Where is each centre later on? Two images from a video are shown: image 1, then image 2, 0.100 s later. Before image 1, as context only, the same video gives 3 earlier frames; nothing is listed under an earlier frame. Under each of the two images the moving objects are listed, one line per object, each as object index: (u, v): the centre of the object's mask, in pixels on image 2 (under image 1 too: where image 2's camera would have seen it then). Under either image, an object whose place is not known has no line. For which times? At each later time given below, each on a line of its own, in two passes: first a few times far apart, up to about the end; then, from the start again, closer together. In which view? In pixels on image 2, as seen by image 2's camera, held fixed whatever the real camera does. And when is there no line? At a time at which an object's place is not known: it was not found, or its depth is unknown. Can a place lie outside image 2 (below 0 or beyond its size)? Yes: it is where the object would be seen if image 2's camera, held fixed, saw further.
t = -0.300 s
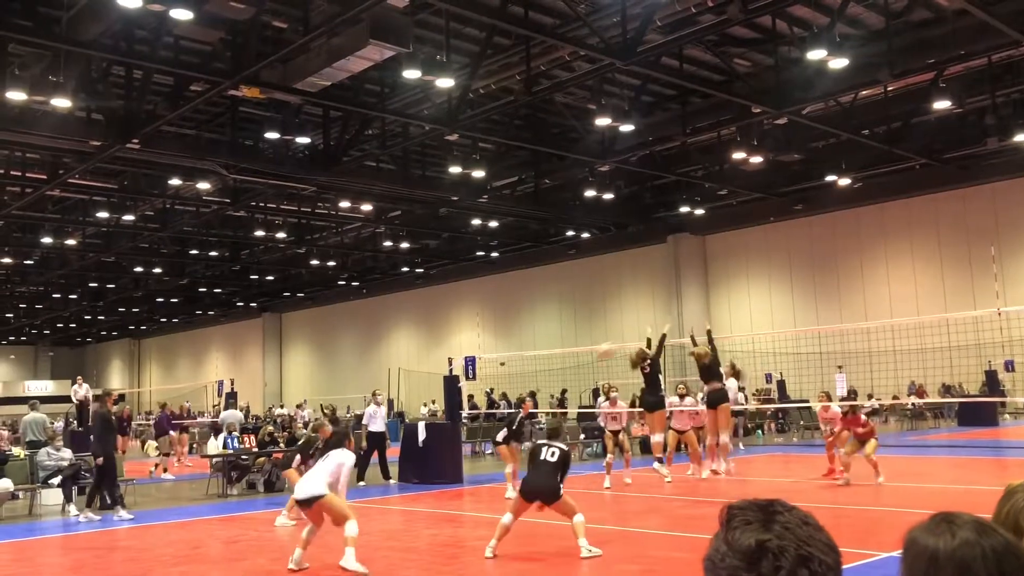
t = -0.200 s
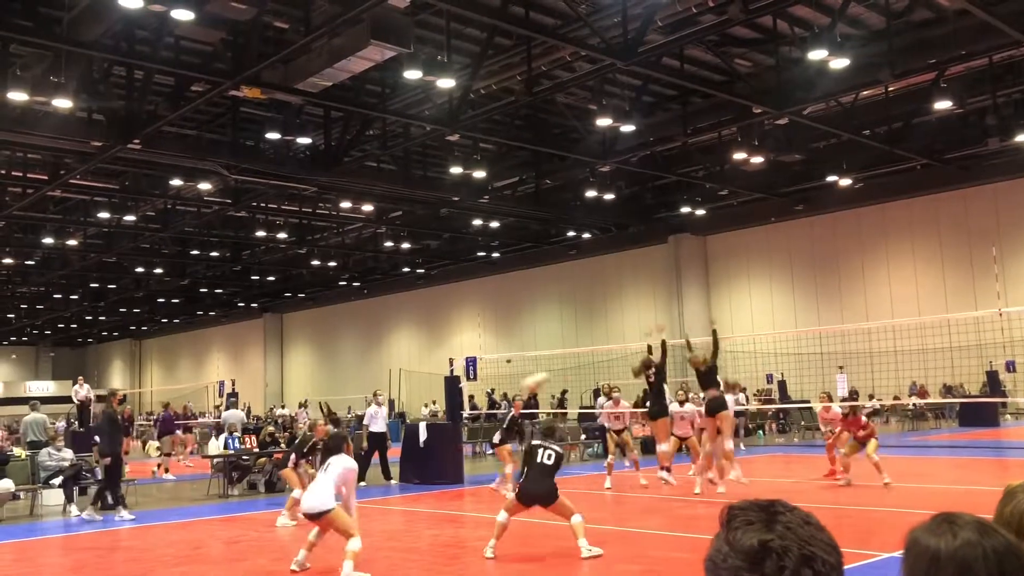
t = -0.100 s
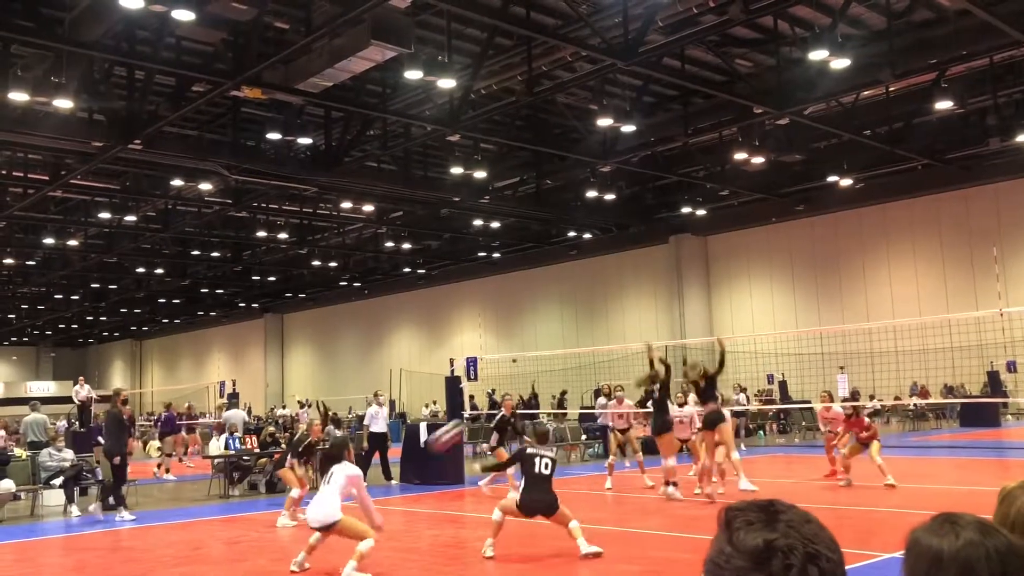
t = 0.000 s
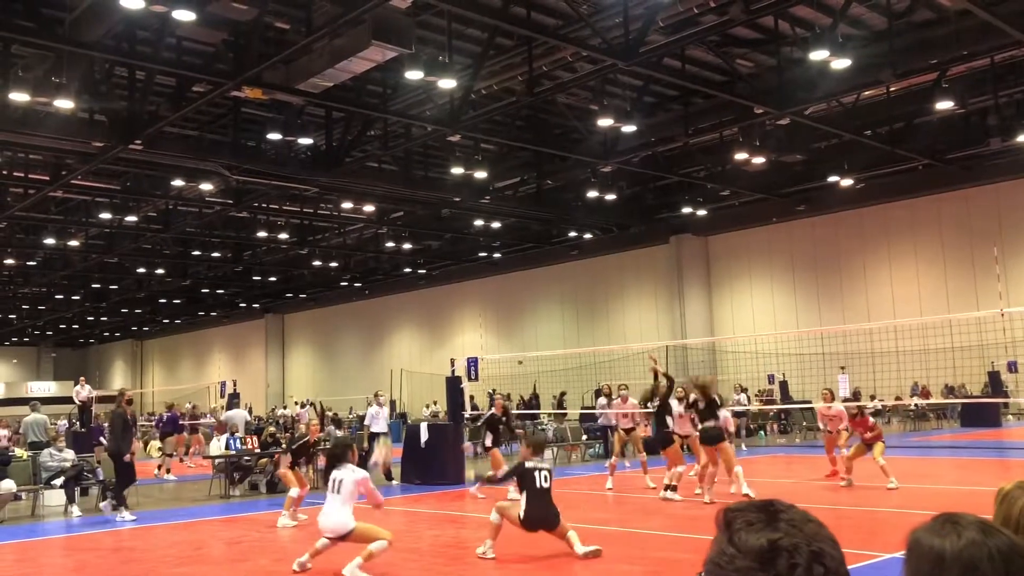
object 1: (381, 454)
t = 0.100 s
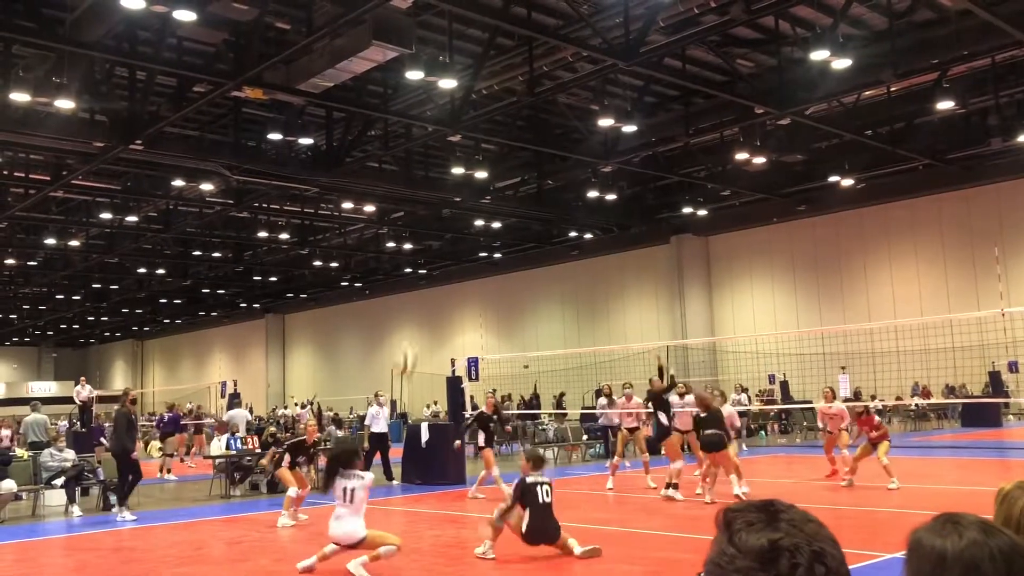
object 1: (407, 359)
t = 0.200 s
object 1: (429, 282)
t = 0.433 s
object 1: (477, 148)
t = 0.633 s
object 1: (515, 75)
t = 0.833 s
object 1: (553, 42)
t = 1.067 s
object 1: (598, 50)
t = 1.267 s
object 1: (638, 95)
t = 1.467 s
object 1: (680, 177)
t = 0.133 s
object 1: (414, 333)
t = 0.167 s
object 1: (421, 305)
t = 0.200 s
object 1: (429, 282)
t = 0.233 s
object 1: (436, 260)
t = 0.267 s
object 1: (443, 239)
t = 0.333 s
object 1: (456, 199)
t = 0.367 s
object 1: (463, 182)
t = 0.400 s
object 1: (471, 160)
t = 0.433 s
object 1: (477, 148)
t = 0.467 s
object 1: (483, 133)
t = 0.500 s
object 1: (489, 120)
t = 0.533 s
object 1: (496, 106)
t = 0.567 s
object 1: (502, 95)
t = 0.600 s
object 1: (509, 85)
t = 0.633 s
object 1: (515, 75)
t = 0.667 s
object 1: (521, 68)
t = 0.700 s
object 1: (527, 61)
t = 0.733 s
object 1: (534, 55)
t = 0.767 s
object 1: (540, 49)
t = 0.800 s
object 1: (546, 45)
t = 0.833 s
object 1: (553, 42)
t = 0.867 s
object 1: (559, 40)
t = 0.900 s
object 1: (565, 39)
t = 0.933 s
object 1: (571, 40)
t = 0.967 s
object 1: (578, 41)
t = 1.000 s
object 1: (585, 42)
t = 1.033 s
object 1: (591, 45)
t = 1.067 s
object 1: (598, 50)
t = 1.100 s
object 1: (604, 54)
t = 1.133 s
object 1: (611, 61)
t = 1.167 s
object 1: (618, 67)
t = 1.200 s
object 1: (624, 75)
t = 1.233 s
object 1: (631, 85)
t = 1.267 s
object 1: (638, 95)
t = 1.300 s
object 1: (645, 107)
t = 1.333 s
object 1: (652, 119)
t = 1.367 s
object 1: (659, 132)
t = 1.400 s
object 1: (666, 146)
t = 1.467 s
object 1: (680, 177)
